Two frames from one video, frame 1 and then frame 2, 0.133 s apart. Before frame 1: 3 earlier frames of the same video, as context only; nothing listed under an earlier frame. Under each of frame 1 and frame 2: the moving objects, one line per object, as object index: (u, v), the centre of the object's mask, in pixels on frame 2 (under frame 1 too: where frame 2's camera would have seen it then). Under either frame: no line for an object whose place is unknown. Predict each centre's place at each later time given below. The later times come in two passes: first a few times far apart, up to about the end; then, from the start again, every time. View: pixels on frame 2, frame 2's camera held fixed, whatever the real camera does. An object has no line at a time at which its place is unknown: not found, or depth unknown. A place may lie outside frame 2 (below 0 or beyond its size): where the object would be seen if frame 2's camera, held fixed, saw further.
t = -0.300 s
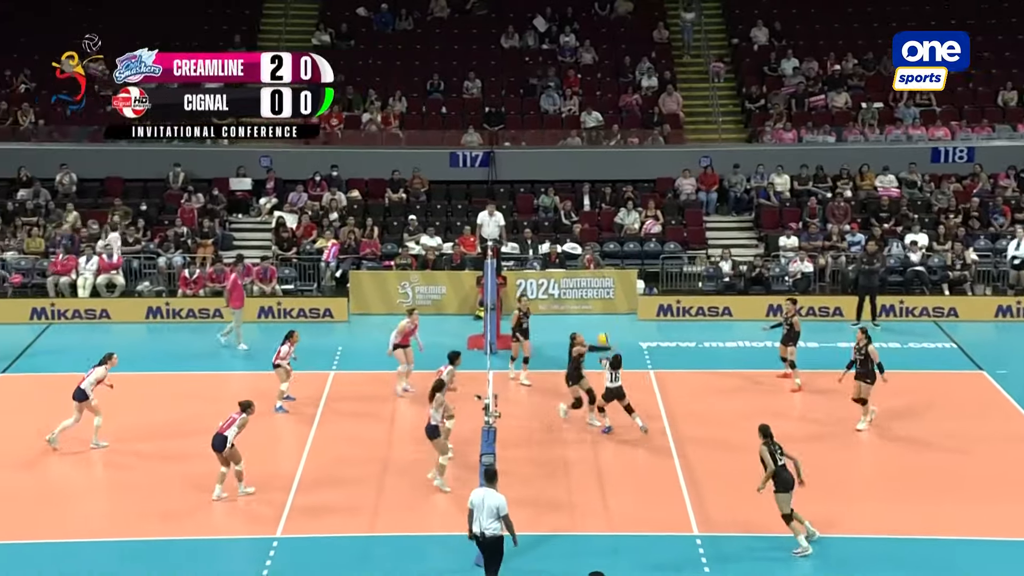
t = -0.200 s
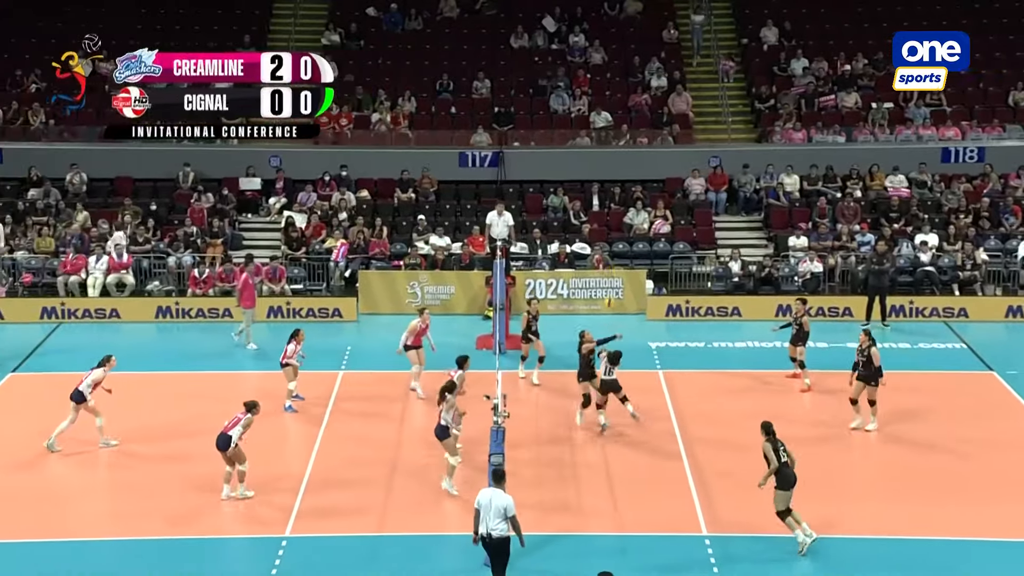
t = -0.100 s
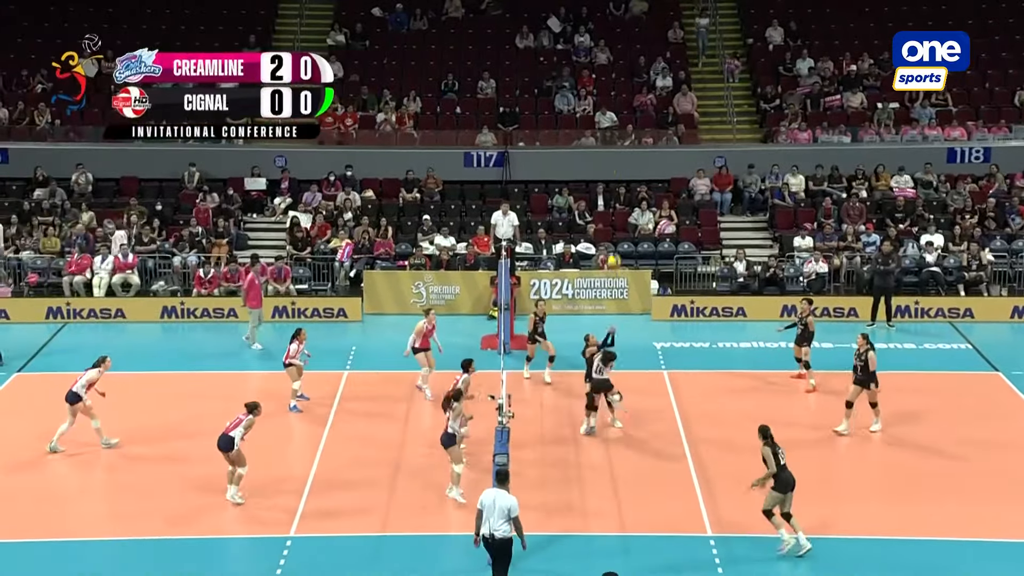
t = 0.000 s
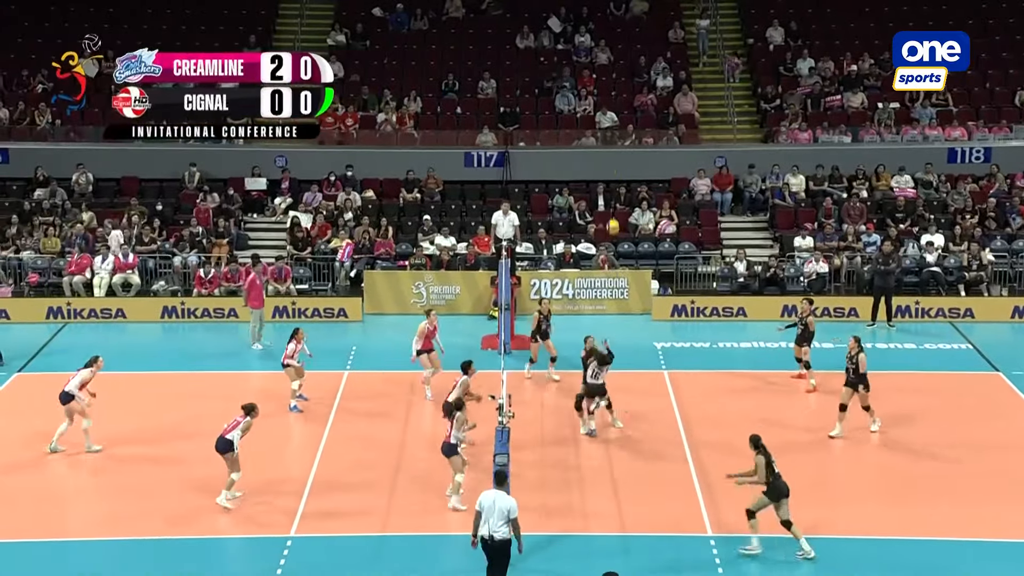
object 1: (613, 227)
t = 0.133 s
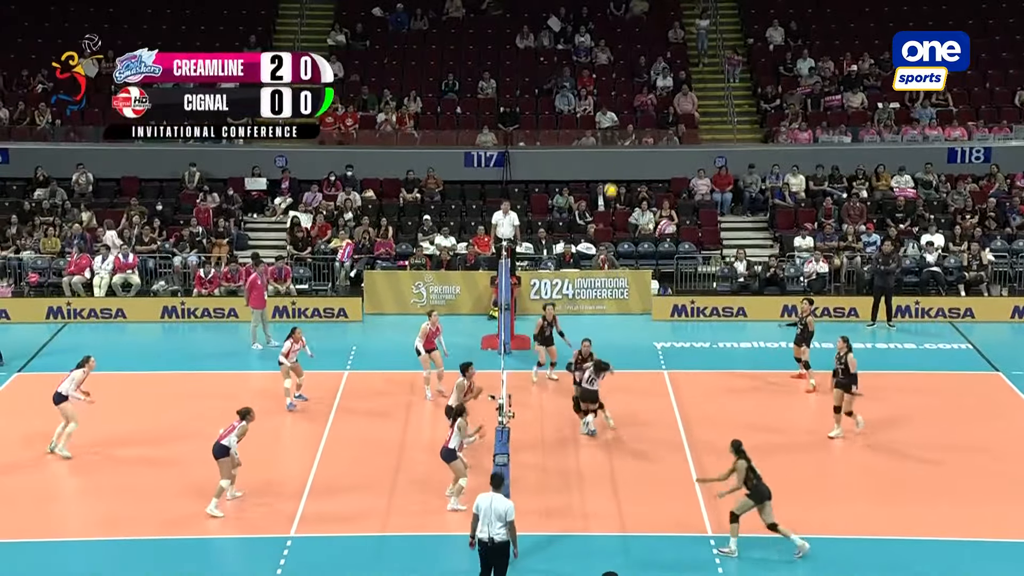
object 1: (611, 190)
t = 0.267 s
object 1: (608, 165)
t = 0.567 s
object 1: (602, 144)
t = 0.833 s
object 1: (595, 174)
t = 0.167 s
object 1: (610, 183)
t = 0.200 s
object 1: (609, 176)
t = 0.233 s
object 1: (609, 170)
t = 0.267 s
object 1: (608, 165)
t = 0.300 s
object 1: (608, 159)
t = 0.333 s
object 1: (607, 155)
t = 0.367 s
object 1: (607, 151)
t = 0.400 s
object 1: (606, 148)
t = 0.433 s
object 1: (605, 147)
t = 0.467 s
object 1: (604, 145)
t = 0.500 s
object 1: (603, 144)
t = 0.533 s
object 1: (603, 144)
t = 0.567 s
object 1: (602, 144)
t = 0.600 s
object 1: (601, 145)
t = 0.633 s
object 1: (600, 147)
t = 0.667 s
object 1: (599, 149)
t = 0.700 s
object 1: (599, 153)
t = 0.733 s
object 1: (598, 157)
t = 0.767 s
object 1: (597, 161)
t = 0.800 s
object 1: (596, 167)
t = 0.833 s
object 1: (595, 174)
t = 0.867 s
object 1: (594, 181)
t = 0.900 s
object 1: (592, 188)
